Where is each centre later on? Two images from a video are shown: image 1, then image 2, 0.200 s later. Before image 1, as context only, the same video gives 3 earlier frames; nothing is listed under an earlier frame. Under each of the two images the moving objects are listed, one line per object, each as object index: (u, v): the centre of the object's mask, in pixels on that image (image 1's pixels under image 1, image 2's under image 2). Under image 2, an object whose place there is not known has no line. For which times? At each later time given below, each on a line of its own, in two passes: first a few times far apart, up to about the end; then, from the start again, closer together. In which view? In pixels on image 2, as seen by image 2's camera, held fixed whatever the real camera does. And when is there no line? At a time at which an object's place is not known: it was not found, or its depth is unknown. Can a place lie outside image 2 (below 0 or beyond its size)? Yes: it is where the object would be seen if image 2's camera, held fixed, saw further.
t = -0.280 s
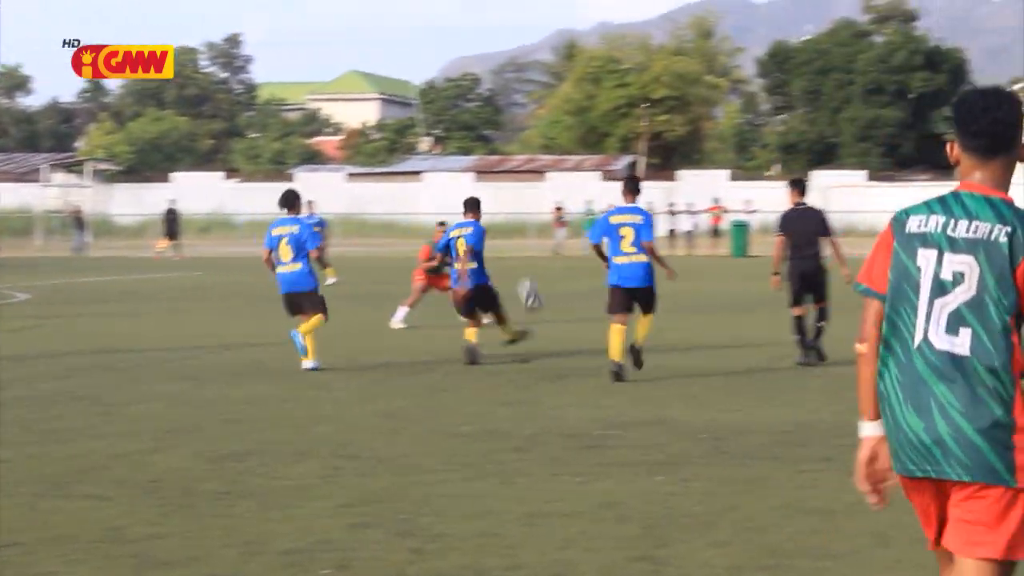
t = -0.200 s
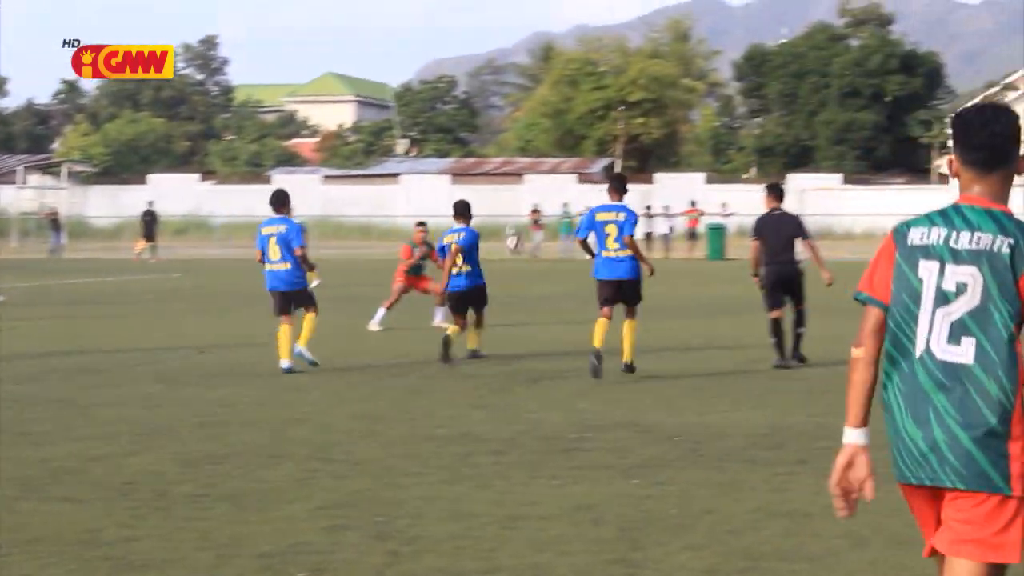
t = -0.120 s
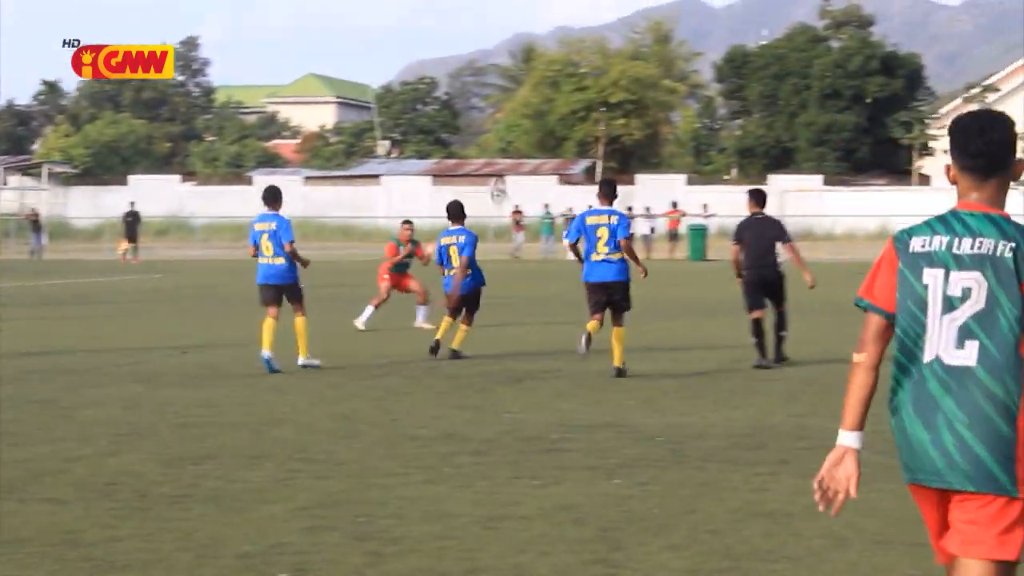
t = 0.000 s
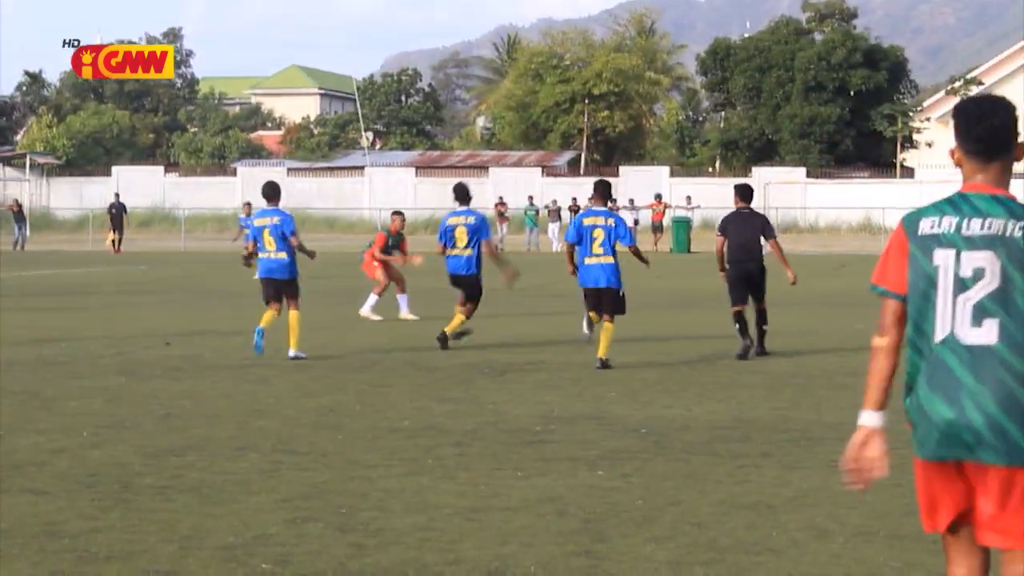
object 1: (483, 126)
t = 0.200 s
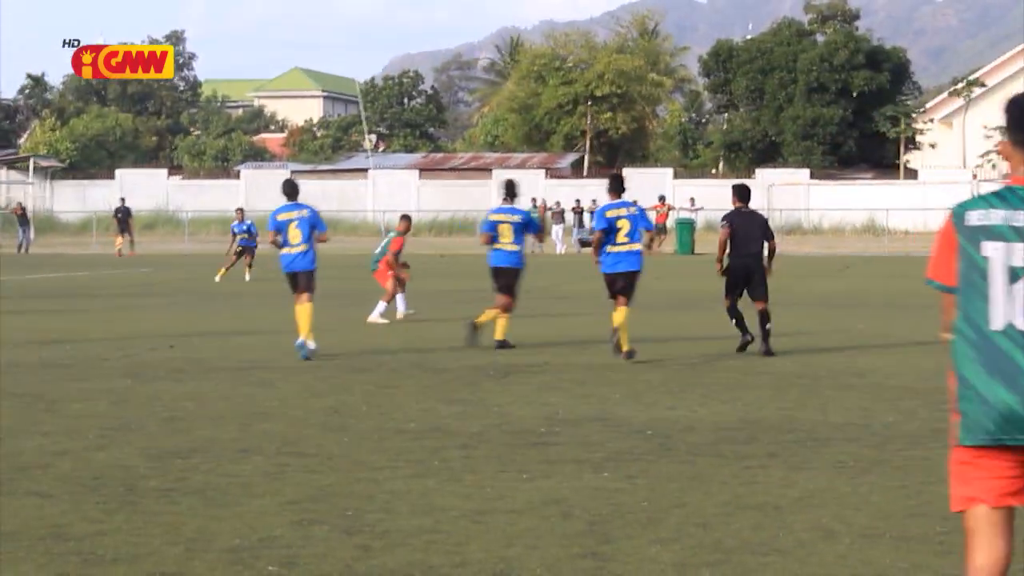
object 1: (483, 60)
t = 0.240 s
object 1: (485, 54)
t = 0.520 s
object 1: (475, 18)
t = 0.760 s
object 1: (462, 18)
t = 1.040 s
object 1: (443, 46)
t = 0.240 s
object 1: (485, 54)
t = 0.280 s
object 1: (485, 46)
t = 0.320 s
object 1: (484, 40)
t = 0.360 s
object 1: (482, 33)
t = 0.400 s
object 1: (480, 27)
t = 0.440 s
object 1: (479, 23)
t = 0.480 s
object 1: (477, 20)
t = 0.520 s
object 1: (475, 18)
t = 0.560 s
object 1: (473, 16)
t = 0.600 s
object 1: (471, 15)
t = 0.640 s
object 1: (469, 15)
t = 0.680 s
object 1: (466, 15)
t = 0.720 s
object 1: (465, 16)
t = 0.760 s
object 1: (462, 18)
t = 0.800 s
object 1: (459, 20)
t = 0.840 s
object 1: (457, 23)
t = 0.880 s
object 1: (455, 26)
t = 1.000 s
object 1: (447, 41)
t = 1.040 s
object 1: (443, 46)
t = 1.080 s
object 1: (441, 52)
